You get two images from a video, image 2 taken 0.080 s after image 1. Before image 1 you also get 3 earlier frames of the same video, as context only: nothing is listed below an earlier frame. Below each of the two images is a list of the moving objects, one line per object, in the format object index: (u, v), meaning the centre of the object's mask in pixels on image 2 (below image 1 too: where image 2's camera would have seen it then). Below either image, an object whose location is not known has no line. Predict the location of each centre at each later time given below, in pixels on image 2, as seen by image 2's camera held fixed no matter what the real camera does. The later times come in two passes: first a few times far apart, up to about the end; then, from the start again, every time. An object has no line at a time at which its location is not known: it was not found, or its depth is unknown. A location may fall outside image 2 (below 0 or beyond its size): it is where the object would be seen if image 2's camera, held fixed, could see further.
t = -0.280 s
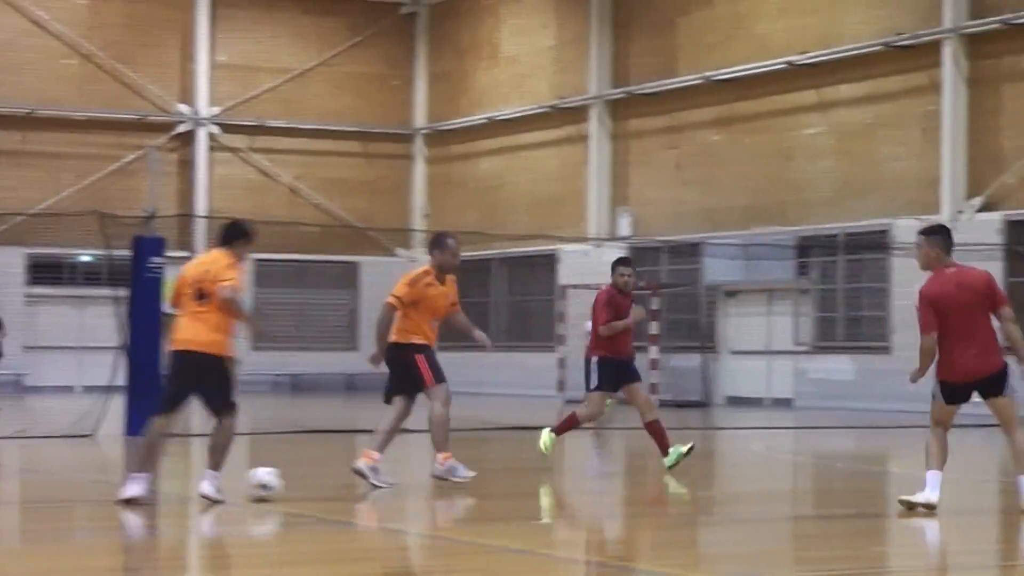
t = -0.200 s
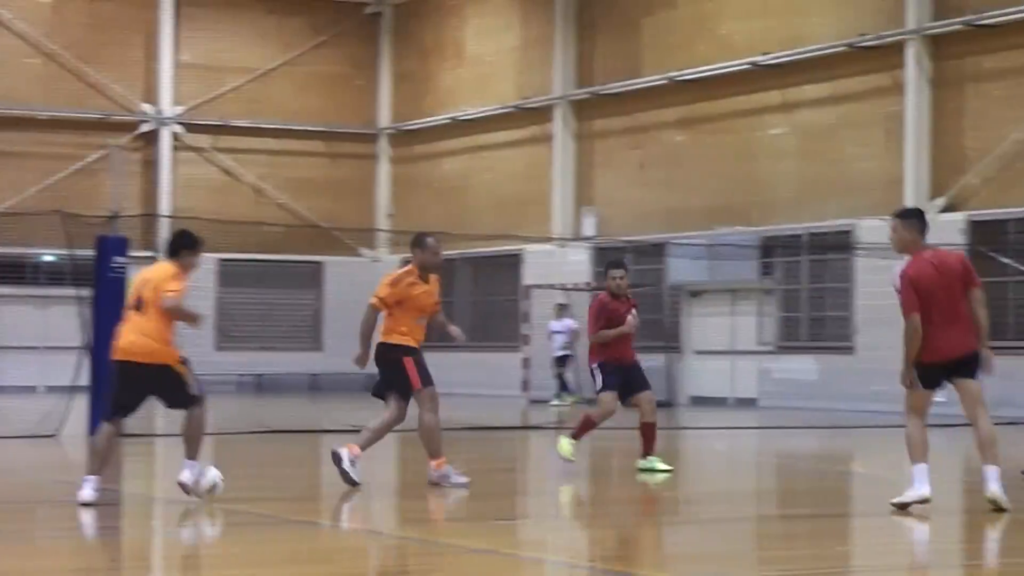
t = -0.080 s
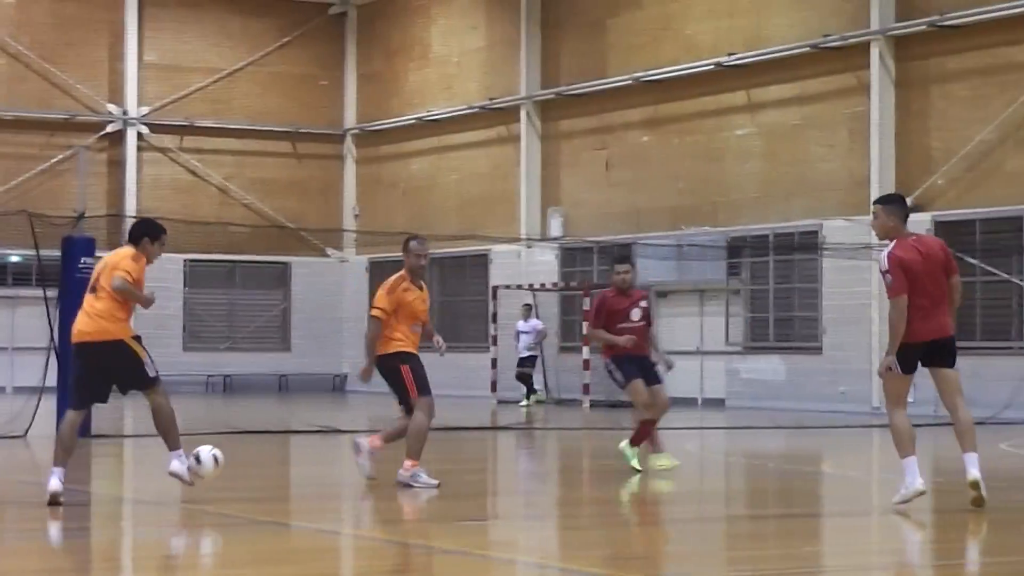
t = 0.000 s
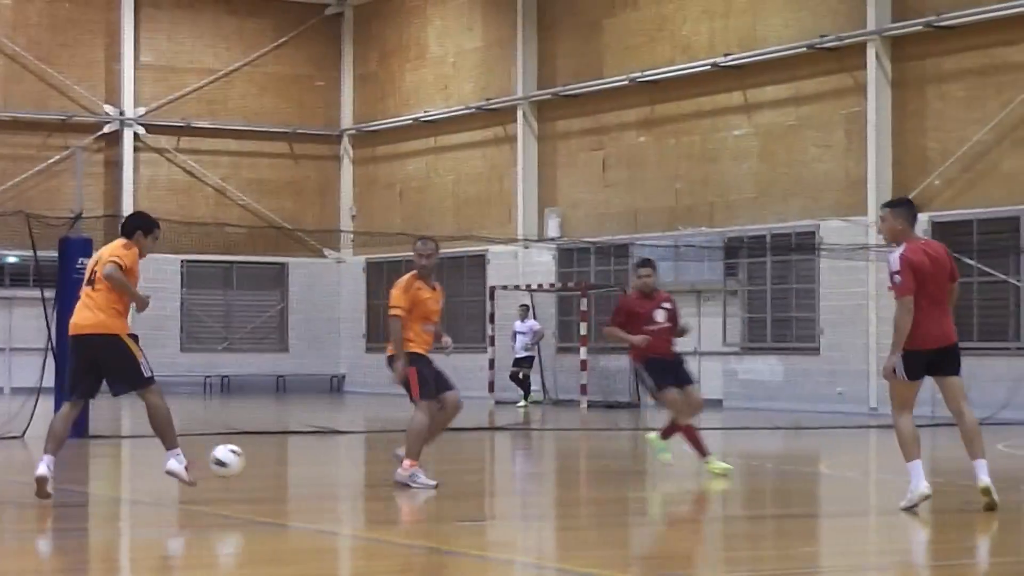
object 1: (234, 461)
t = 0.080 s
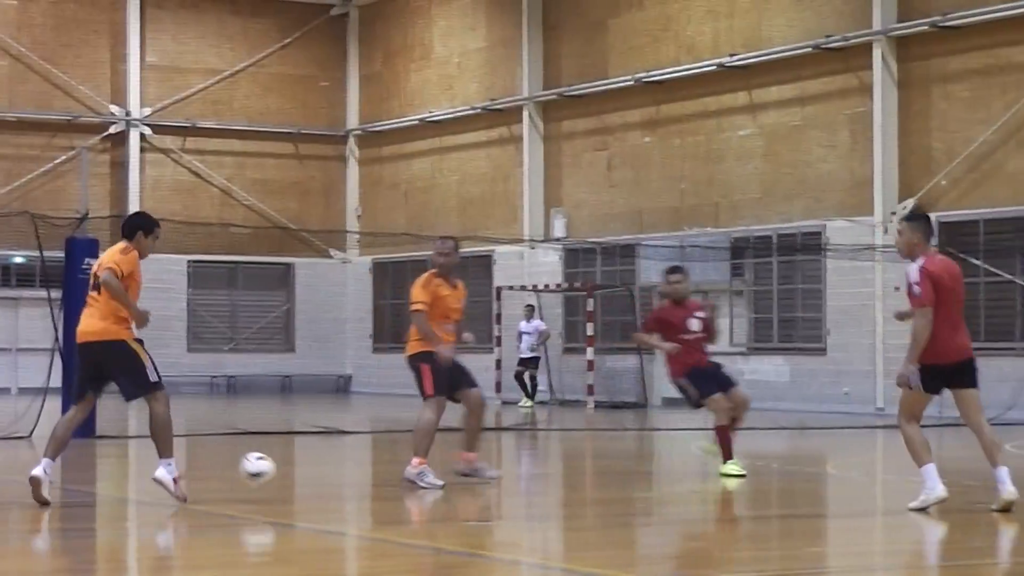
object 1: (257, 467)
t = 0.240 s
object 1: (290, 475)
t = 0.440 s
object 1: (319, 482)
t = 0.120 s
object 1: (269, 475)
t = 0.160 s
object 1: (280, 483)
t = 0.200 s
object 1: (285, 477)
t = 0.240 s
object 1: (290, 475)
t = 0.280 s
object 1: (296, 475)
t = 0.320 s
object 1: (301, 477)
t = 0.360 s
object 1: (307, 483)
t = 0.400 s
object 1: (313, 485)
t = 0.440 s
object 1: (319, 482)
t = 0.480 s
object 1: (327, 482)
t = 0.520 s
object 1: (334, 486)
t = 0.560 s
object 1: (340, 484)
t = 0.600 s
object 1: (346, 486)
